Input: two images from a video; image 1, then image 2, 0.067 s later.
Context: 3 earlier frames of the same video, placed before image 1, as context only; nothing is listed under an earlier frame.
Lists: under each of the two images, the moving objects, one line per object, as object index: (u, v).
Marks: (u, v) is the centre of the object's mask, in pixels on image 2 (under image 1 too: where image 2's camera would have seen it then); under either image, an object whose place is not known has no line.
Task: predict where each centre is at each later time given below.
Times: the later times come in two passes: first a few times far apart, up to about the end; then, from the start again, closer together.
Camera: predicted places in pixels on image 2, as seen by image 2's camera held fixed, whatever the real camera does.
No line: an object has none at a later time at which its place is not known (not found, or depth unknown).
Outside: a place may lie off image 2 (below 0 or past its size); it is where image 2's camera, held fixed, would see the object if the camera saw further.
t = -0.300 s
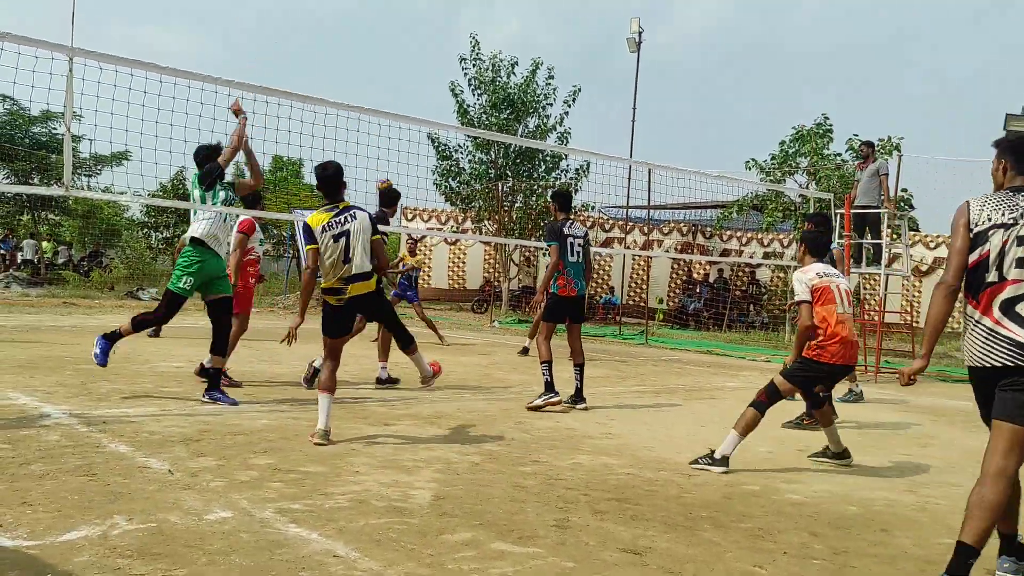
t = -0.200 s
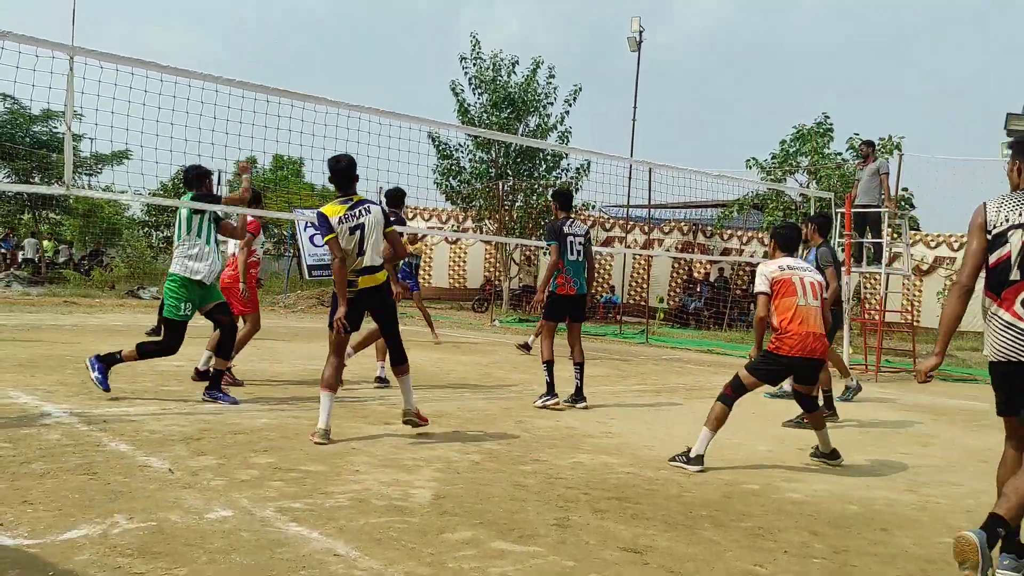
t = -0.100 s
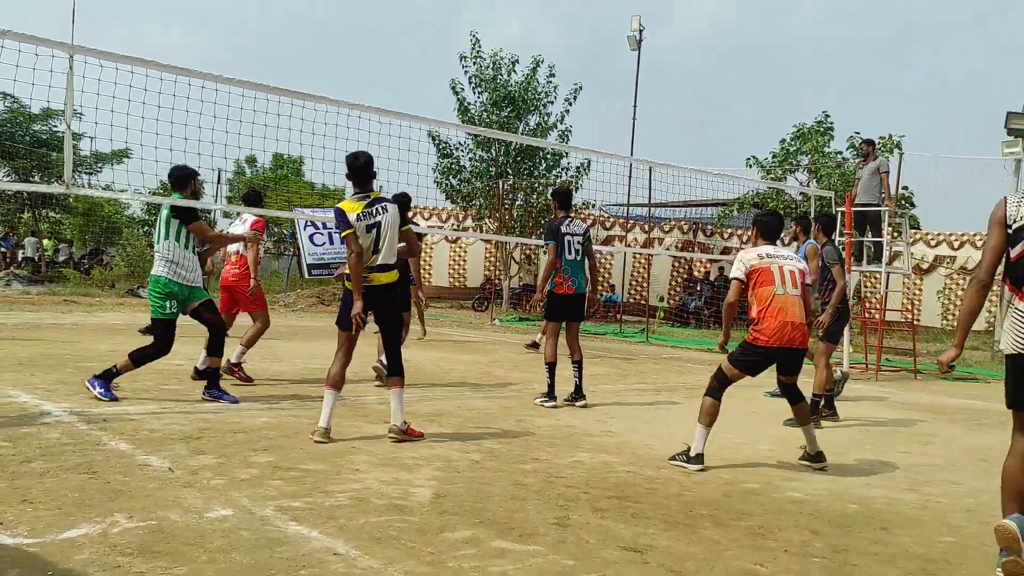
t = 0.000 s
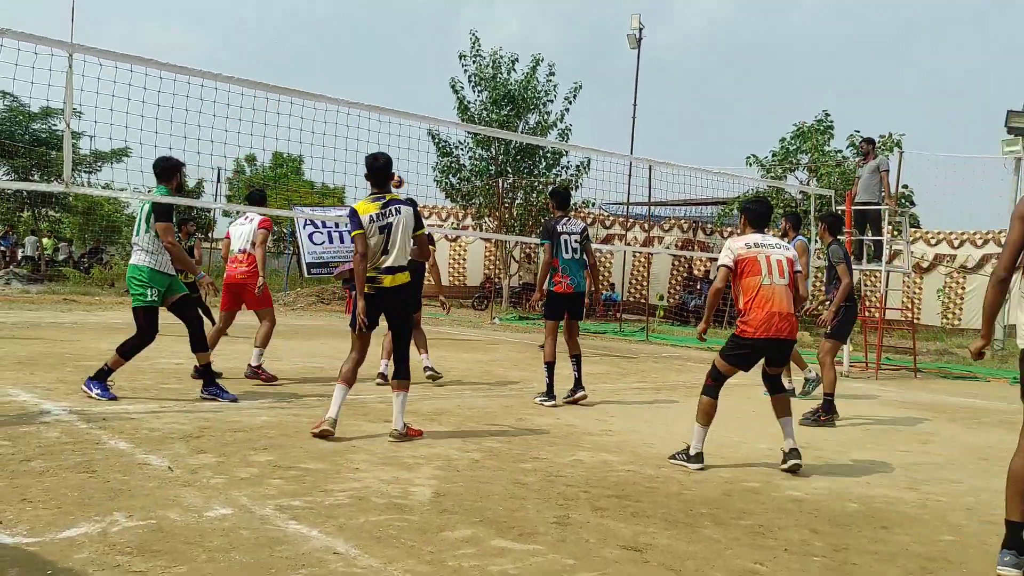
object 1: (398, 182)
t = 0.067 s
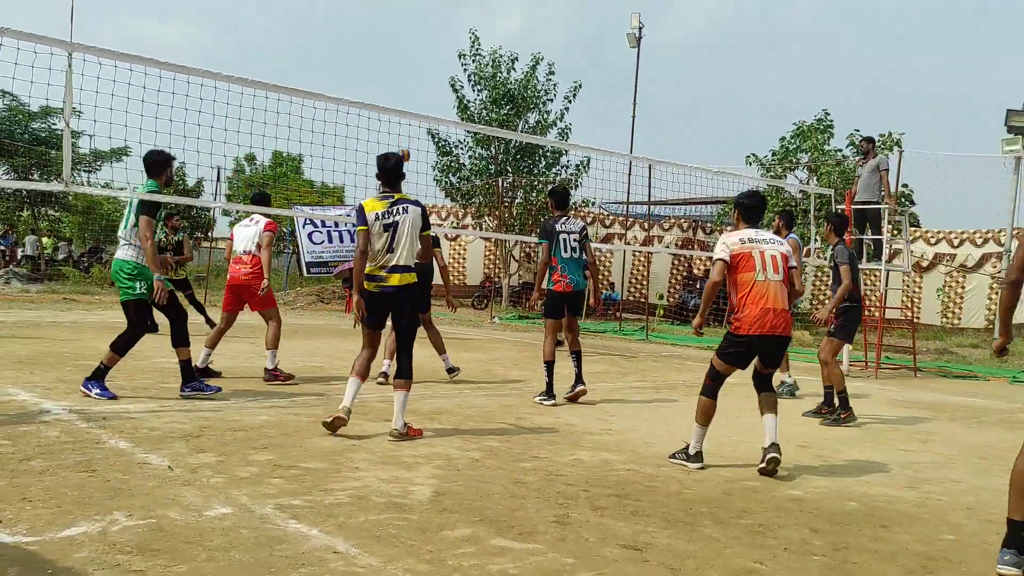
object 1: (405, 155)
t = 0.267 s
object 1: (423, 90)
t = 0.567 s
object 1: (452, 35)
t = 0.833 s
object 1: (478, 36)
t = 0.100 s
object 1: (406, 143)
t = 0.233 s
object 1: (419, 100)
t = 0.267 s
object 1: (423, 90)
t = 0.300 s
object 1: (426, 81)
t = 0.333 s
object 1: (429, 73)
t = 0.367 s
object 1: (432, 66)
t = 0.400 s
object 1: (436, 59)
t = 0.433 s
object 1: (439, 52)
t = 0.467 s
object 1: (442, 47)
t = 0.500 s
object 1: (446, 42)
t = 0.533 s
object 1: (449, 38)
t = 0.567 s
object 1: (452, 35)
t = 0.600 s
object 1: (456, 31)
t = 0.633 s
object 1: (459, 30)
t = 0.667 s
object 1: (463, 29)
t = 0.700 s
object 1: (466, 29)
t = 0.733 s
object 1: (469, 30)
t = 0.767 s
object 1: (472, 31)
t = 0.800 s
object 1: (476, 34)
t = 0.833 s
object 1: (478, 36)
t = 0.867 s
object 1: (483, 41)
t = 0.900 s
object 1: (486, 46)
